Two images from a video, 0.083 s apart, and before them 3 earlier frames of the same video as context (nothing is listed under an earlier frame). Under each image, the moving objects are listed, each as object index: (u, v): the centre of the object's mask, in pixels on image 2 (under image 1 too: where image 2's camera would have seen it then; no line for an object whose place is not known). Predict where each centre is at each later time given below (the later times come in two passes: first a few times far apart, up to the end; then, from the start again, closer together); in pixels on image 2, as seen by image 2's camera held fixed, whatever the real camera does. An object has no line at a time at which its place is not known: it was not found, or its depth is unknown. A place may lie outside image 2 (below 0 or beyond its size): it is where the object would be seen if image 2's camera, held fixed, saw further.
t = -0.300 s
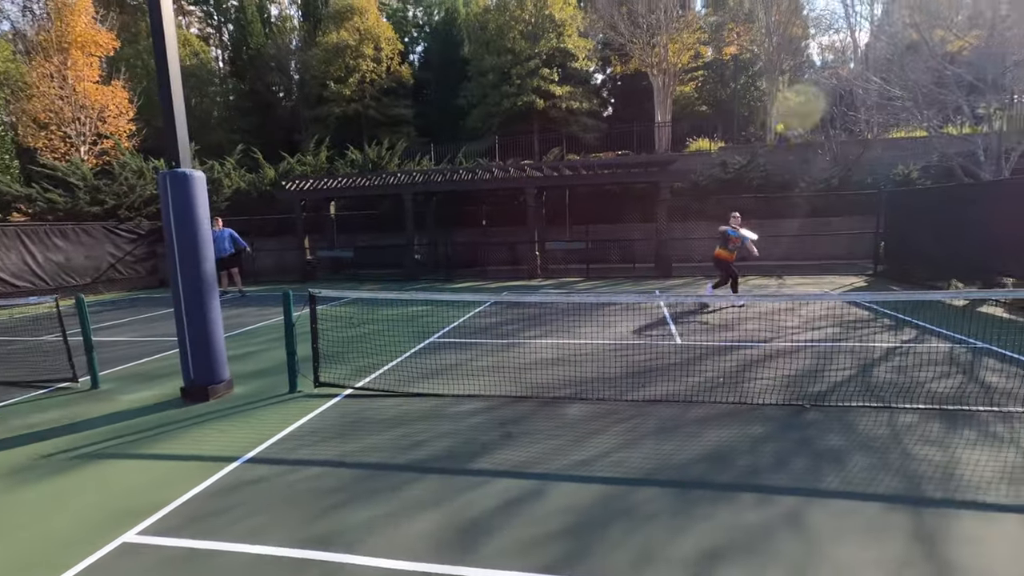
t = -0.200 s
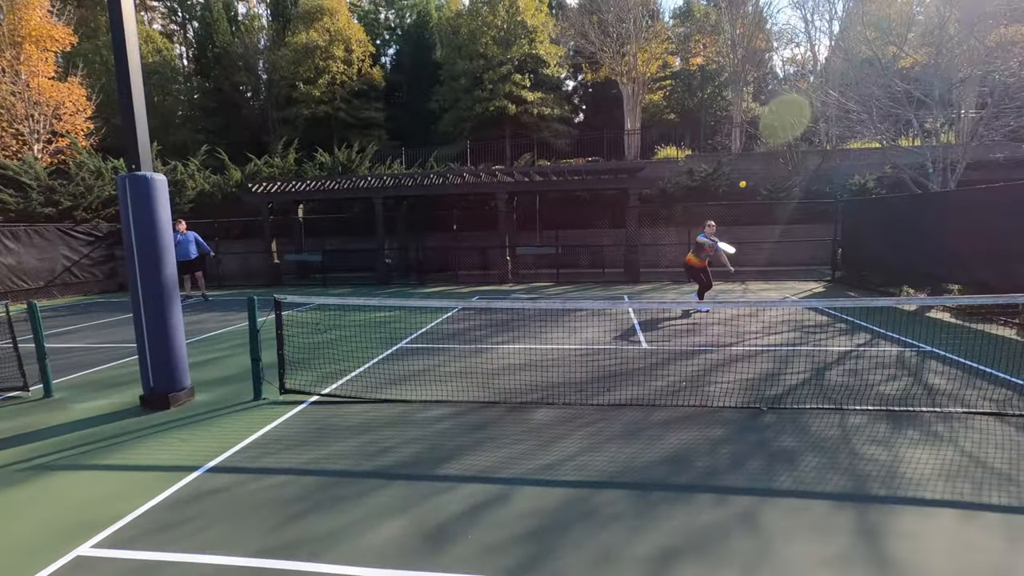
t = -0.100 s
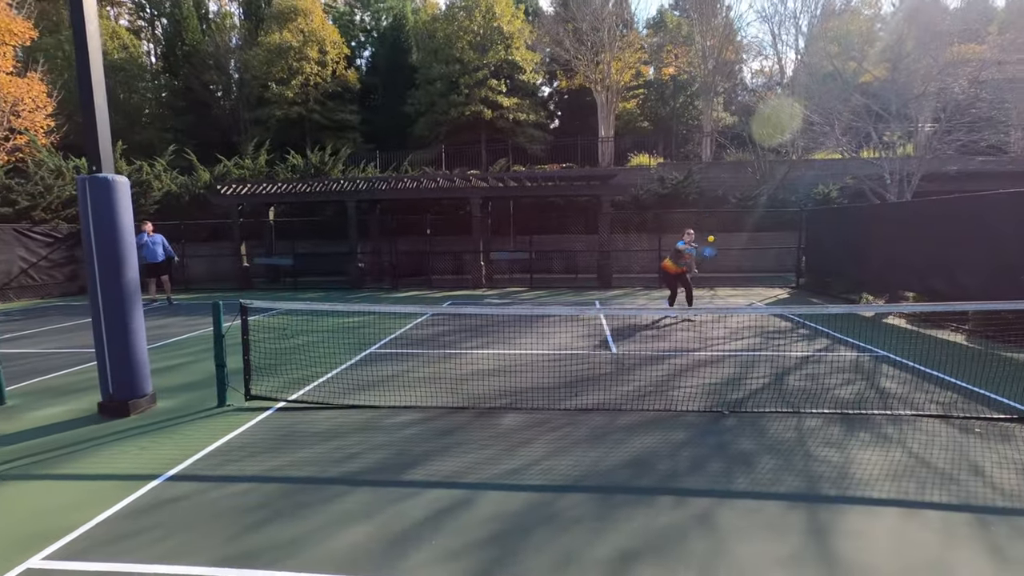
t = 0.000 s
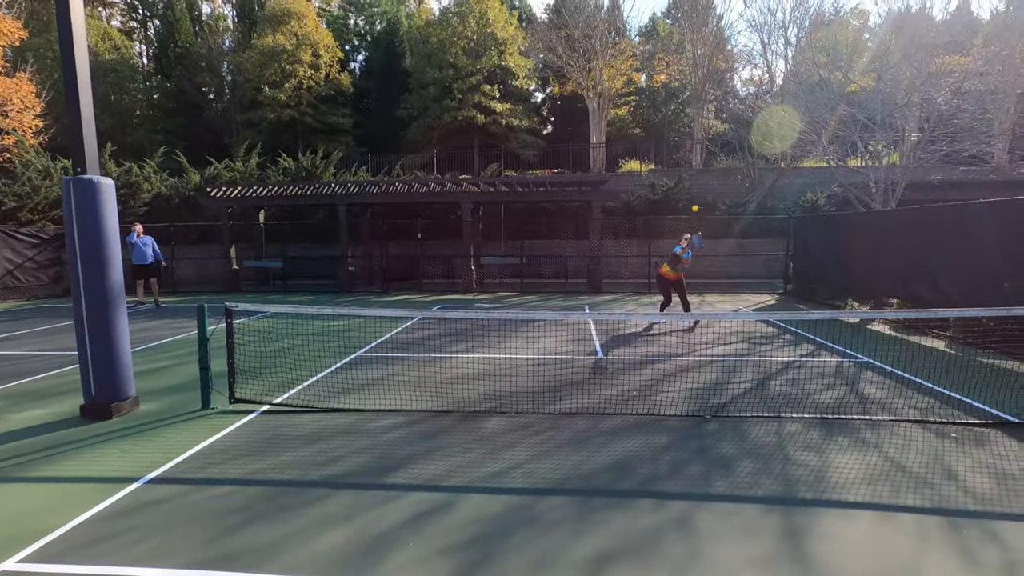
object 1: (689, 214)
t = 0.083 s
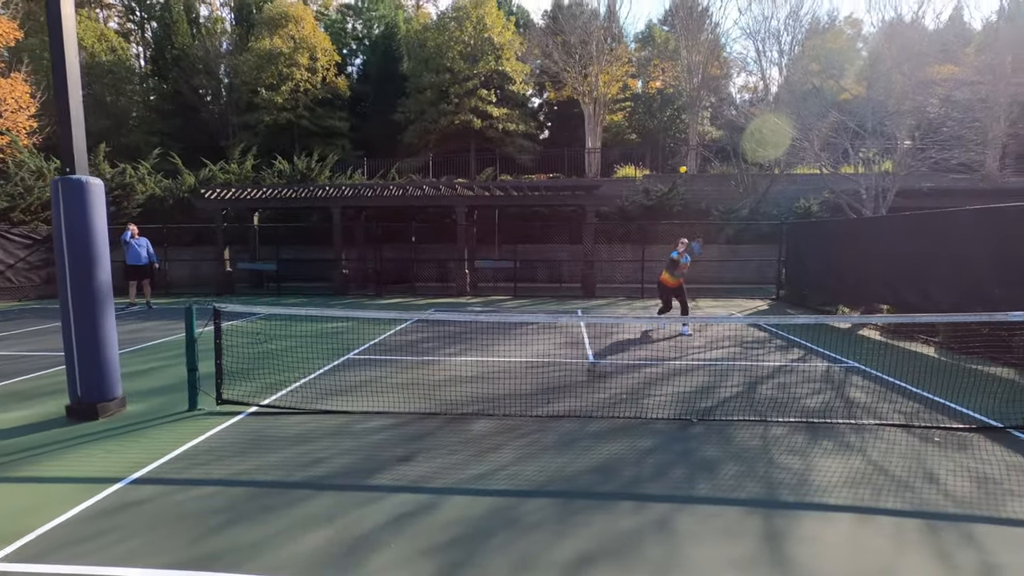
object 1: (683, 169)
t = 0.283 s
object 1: (666, 65)
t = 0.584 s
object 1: (655, -71)
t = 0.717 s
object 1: (655, -120)
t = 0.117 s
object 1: (680, 152)
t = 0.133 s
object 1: (677, 143)
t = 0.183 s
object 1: (672, 116)
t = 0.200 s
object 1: (671, 108)
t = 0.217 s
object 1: (669, 99)
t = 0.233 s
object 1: (668, 91)
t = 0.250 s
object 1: (668, 82)
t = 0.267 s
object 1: (666, 74)
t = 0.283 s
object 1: (666, 65)
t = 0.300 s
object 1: (664, 55)
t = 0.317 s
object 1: (664, 48)
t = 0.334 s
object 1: (663, 40)
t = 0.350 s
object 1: (663, 31)
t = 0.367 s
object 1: (662, 27)
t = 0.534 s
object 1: (656, -51)
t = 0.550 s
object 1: (656, -58)
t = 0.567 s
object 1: (655, -65)
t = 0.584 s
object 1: (655, -71)
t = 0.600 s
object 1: (654, -78)
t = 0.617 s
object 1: (654, -84)
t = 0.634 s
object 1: (654, -90)
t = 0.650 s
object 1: (654, -97)
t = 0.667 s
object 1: (654, -103)
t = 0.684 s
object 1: (654, -109)
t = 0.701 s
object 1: (654, -114)
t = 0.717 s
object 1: (655, -120)
